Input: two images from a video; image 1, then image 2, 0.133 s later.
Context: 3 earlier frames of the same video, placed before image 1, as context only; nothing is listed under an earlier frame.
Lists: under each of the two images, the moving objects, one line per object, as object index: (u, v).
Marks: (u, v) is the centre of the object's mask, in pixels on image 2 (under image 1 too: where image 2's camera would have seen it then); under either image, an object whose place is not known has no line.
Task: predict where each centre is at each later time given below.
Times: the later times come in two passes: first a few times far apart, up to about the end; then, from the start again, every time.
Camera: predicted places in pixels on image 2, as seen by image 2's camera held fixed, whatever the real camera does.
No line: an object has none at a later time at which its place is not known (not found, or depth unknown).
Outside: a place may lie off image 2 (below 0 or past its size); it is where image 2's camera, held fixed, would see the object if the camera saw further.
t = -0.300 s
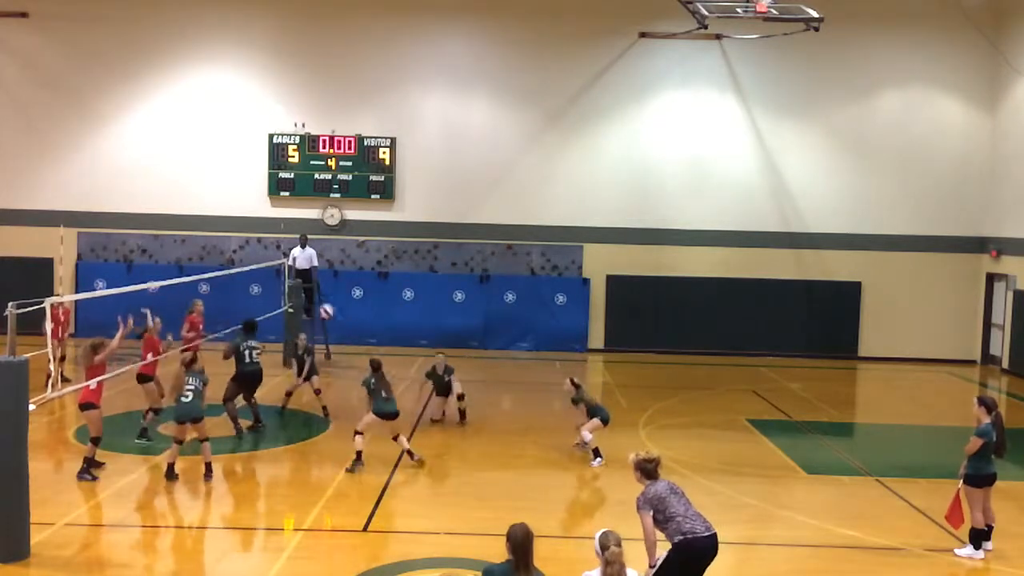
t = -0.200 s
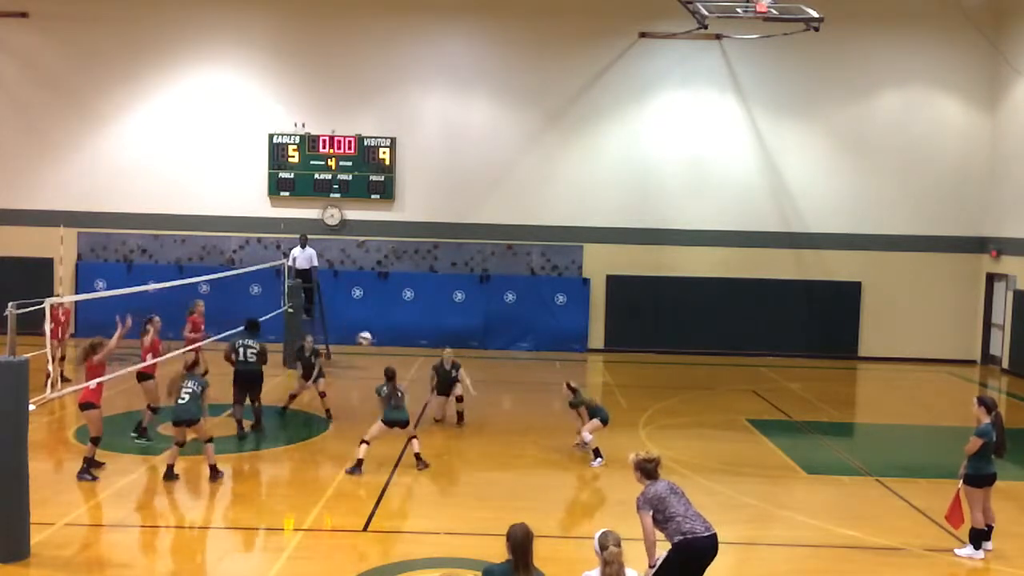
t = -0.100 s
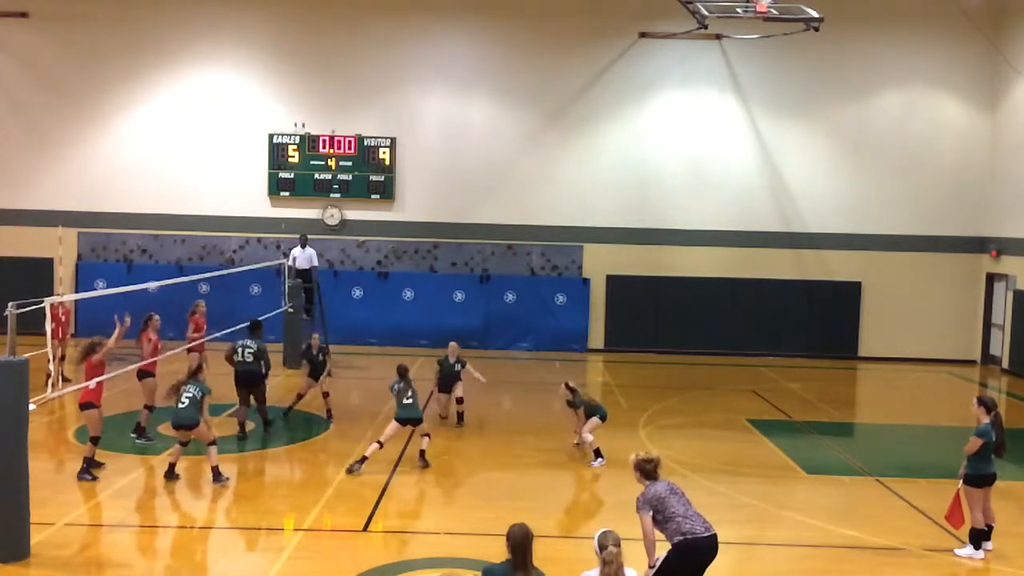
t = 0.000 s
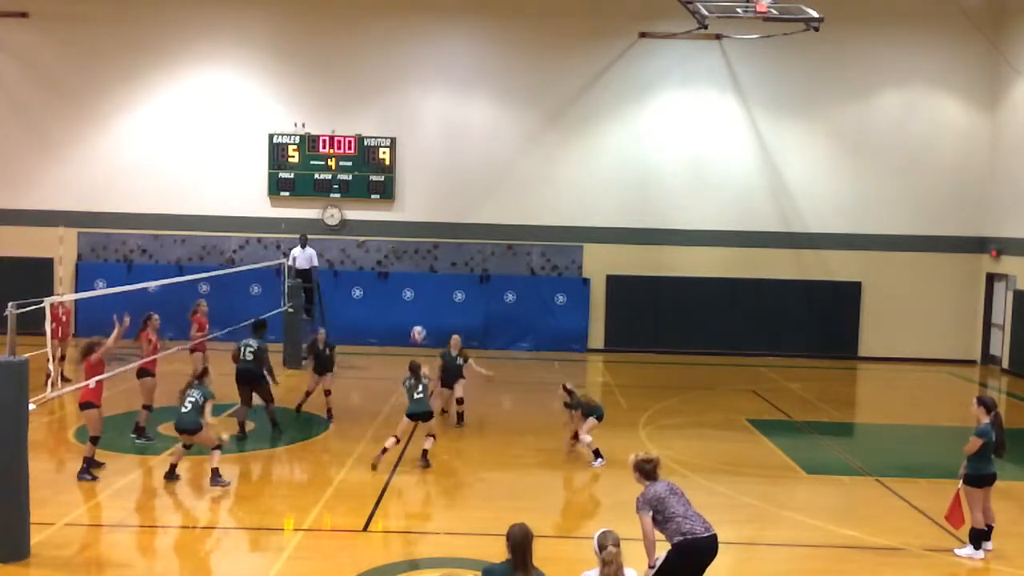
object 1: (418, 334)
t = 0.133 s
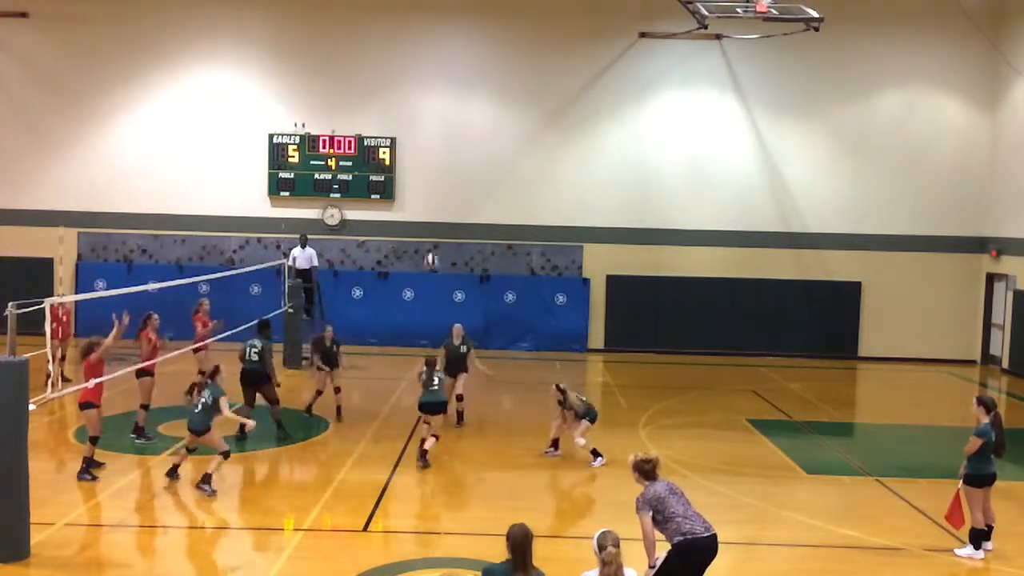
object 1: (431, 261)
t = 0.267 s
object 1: (442, 204)
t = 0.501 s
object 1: (460, 142)
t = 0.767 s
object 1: (477, 116)
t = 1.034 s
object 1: (490, 139)
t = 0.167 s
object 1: (434, 245)
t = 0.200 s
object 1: (438, 230)
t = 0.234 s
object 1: (441, 218)
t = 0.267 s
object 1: (442, 204)
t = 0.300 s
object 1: (445, 193)
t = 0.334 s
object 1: (448, 182)
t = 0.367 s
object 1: (450, 173)
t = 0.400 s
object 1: (453, 163)
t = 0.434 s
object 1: (455, 155)
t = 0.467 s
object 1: (458, 148)
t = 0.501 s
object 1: (460, 142)
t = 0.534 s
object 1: (462, 135)
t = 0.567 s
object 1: (464, 130)
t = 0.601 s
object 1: (467, 126)
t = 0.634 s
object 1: (469, 123)
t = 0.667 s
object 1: (471, 120)
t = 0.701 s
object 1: (473, 118)
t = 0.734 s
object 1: (475, 116)
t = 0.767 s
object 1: (477, 116)
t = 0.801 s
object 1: (479, 117)
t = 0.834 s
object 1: (480, 118)
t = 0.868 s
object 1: (482, 119)
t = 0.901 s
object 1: (484, 122)
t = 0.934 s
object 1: (485, 126)
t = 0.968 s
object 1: (487, 130)
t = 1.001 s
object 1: (488, 134)
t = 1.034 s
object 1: (490, 139)
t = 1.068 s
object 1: (492, 146)
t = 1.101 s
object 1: (493, 153)
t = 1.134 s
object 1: (494, 160)
